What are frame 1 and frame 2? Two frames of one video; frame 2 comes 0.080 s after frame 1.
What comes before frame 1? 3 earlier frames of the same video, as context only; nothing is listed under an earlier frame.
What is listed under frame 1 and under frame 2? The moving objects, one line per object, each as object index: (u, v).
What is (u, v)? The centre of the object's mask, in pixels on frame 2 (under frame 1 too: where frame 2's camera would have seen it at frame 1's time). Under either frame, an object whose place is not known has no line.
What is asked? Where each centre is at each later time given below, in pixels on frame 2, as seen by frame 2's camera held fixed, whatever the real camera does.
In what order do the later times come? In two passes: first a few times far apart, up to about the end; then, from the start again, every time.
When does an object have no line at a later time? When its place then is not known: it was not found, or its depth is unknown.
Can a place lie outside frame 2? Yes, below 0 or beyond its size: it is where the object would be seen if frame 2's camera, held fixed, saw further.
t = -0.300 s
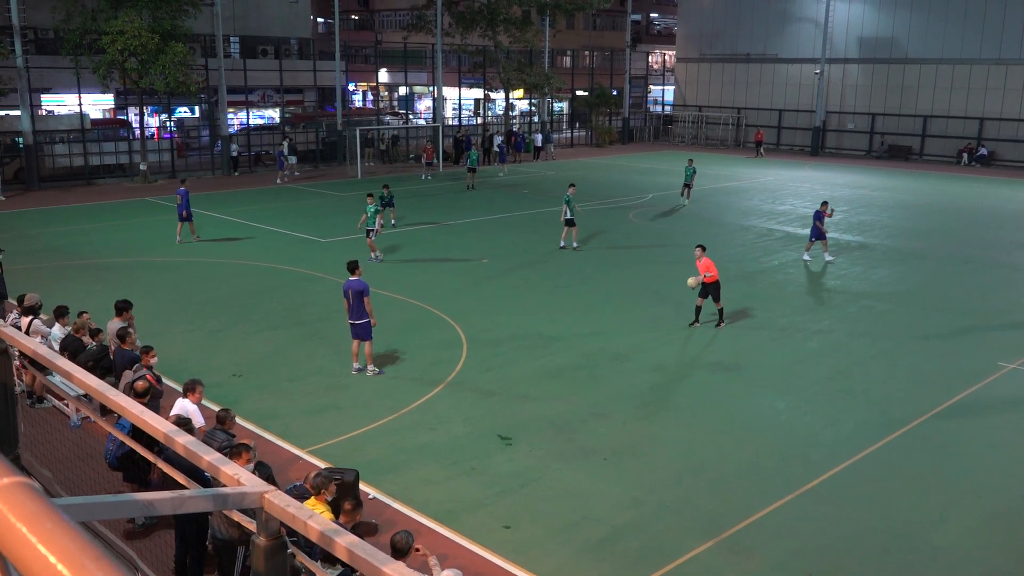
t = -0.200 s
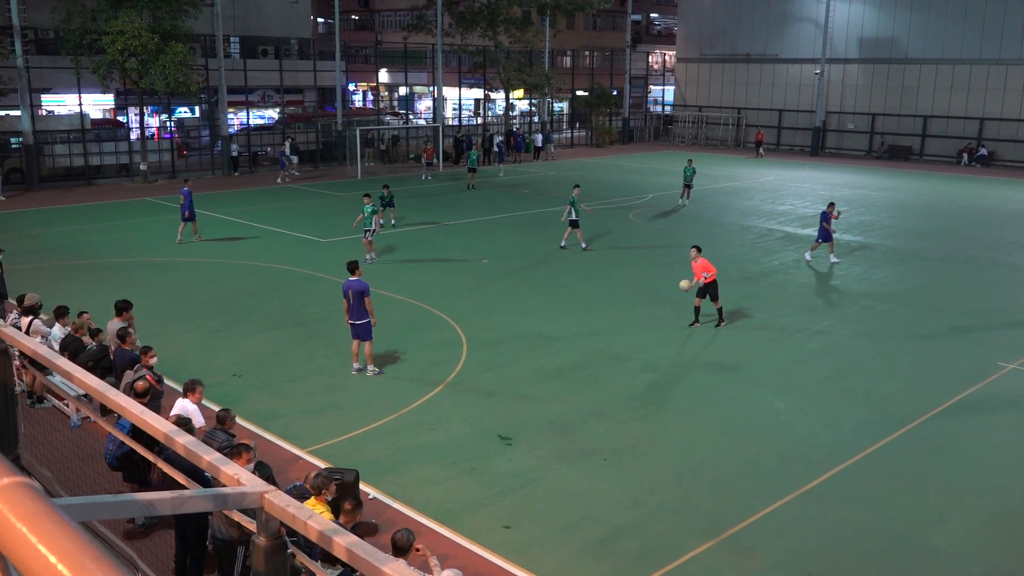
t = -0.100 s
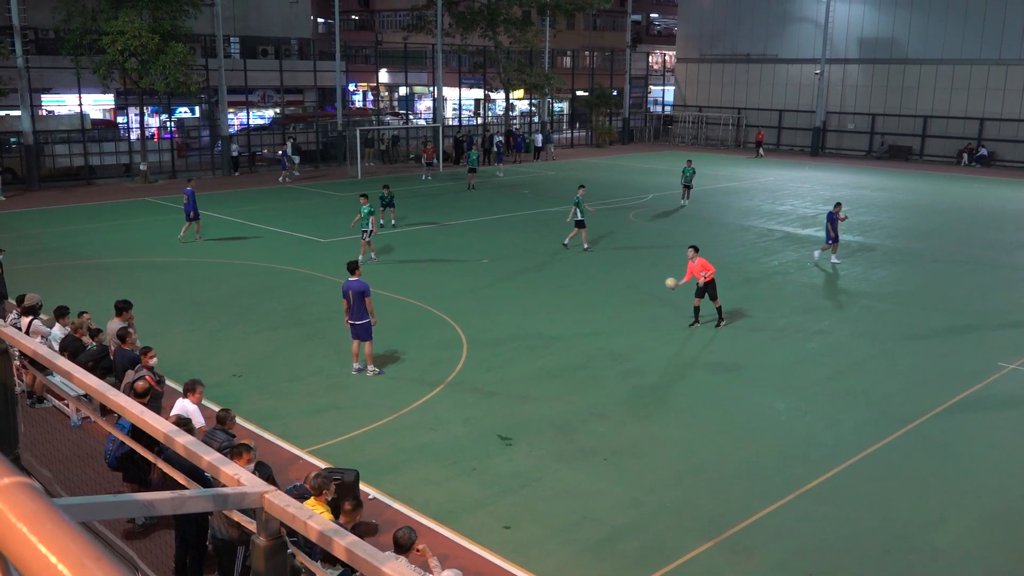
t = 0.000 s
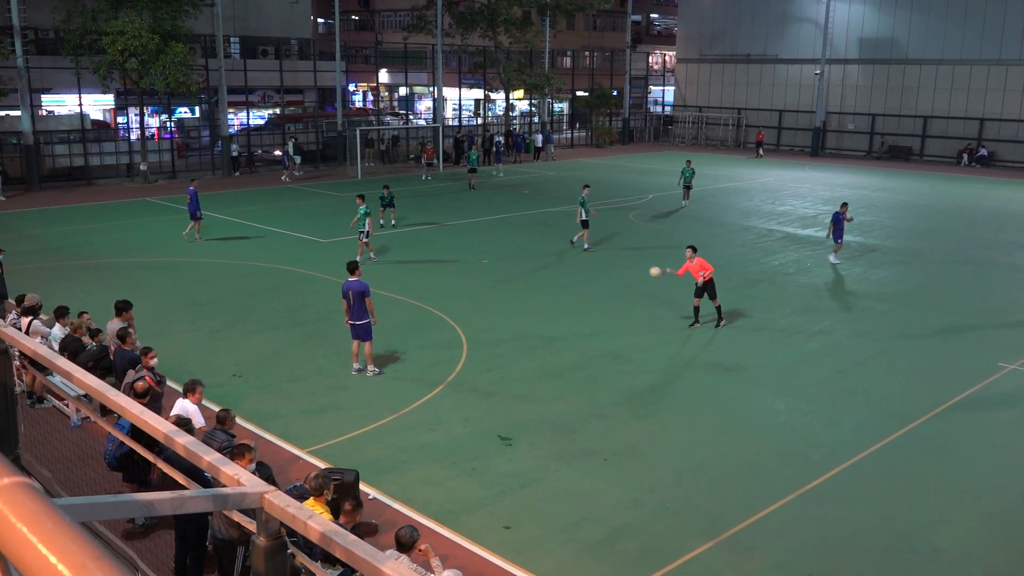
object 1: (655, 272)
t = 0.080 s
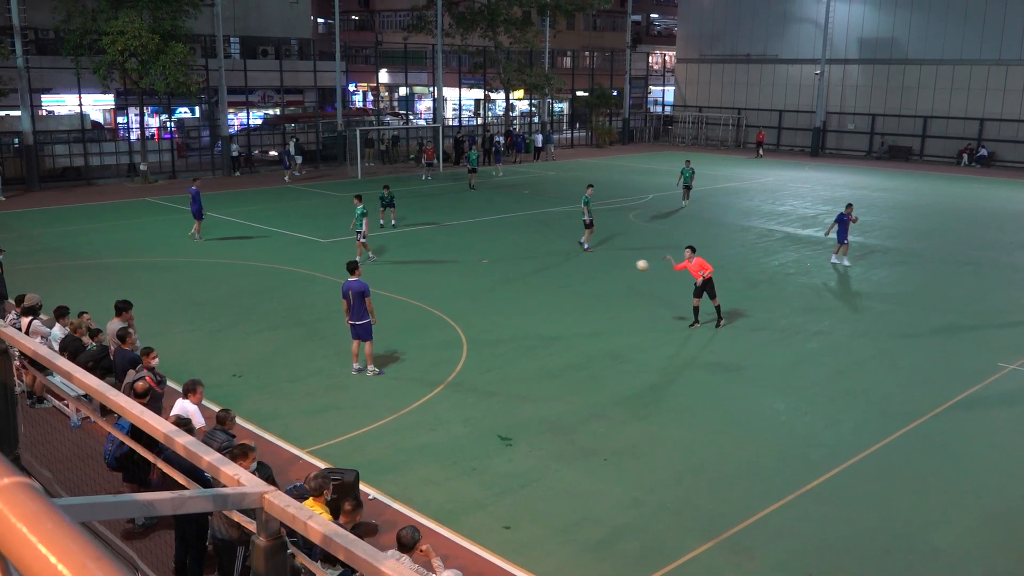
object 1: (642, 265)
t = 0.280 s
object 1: (608, 261)
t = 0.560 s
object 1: (557, 293)
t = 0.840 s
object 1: (507, 346)
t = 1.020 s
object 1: (485, 322)
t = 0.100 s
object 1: (639, 264)
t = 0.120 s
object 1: (636, 262)
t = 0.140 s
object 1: (632, 262)
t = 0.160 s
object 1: (629, 261)
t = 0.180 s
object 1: (625, 261)
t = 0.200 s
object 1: (622, 260)
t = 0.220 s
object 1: (618, 260)
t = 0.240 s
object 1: (615, 260)
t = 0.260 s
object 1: (612, 261)
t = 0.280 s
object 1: (608, 261)
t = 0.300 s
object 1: (605, 262)
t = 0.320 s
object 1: (601, 263)
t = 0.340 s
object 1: (598, 265)
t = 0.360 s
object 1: (594, 266)
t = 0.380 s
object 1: (591, 268)
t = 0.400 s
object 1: (587, 270)
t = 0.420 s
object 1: (583, 272)
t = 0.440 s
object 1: (579, 274)
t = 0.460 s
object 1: (576, 277)
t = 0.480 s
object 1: (572, 280)
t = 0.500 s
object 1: (569, 283)
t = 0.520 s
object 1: (565, 286)
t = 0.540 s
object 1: (561, 290)
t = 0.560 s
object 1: (557, 293)
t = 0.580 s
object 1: (554, 297)
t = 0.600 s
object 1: (550, 302)
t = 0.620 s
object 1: (546, 306)
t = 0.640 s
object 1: (543, 310)
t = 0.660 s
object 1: (539, 315)
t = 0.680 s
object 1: (535, 321)
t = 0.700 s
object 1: (531, 326)
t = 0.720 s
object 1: (527, 332)
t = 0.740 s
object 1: (523, 338)
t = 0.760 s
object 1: (519, 344)
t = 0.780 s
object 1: (516, 351)
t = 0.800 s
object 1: (513, 355)
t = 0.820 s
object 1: (510, 351)
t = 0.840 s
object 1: (507, 346)
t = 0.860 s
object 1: (505, 343)
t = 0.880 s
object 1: (502, 339)
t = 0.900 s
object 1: (500, 336)
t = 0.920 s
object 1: (497, 333)
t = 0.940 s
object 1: (495, 331)
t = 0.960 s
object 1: (493, 328)
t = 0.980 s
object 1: (490, 326)
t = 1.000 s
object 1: (487, 324)
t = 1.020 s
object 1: (485, 322)
